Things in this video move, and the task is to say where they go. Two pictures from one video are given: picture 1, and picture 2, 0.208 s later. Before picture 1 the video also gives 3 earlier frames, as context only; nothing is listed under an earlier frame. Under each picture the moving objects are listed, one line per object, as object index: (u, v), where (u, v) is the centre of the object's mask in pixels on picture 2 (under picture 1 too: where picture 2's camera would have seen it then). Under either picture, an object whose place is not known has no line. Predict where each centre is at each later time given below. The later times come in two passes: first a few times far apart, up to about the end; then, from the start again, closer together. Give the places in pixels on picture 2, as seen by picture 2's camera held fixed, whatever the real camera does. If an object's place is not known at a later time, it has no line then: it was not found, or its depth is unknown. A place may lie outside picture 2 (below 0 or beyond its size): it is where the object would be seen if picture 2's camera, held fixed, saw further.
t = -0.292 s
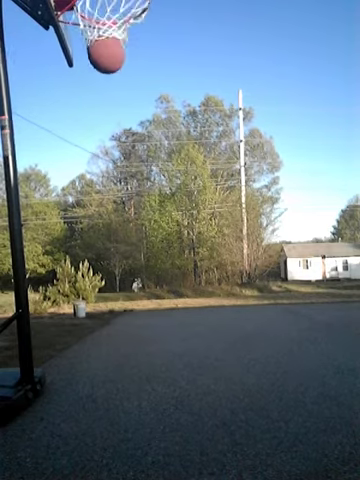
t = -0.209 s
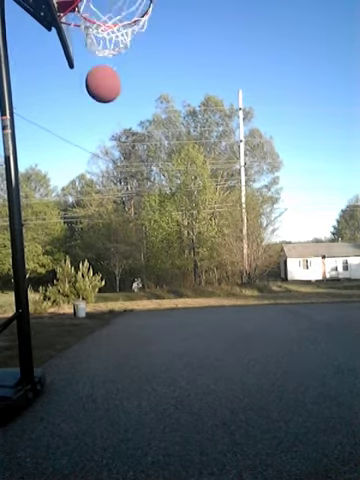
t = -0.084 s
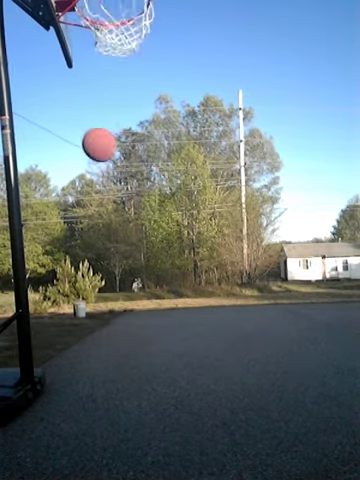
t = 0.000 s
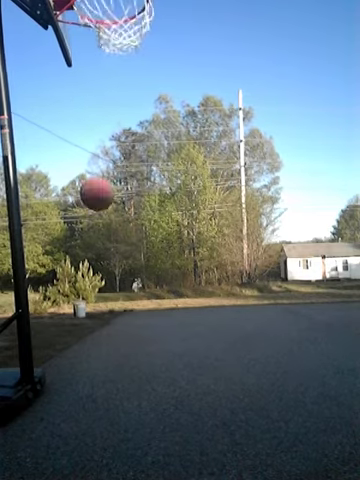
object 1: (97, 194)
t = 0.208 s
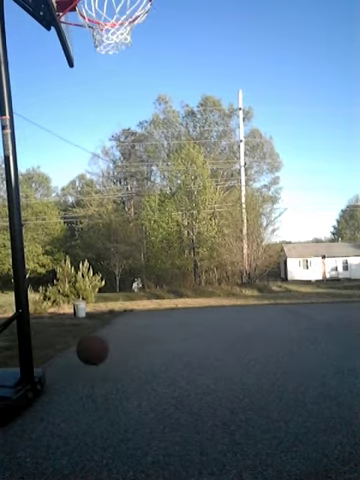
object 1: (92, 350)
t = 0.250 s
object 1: (92, 353)
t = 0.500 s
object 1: (92, 226)
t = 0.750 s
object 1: (92, 189)
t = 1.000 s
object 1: (94, 221)
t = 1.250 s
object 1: (96, 312)
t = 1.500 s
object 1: (96, 274)
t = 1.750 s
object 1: (100, 246)
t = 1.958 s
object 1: (102, 258)
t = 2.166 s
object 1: (104, 318)
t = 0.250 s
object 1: (92, 353)
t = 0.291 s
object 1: (92, 325)
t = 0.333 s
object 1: (92, 299)
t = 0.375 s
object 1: (95, 278)
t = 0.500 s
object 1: (92, 226)
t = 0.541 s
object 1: (92, 214)
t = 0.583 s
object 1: (92, 205)
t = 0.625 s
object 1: (93, 198)
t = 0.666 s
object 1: (93, 193)
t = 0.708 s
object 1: (92, 190)
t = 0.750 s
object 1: (92, 189)
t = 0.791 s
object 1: (92, 190)
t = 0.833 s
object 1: (93, 193)
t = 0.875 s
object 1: (93, 197)
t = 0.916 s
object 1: (93, 204)
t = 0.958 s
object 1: (93, 212)
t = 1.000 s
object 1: (94, 221)
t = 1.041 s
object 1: (95, 232)
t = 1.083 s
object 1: (97, 240)
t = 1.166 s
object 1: (97, 276)
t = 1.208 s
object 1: (96, 294)
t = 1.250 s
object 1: (96, 312)
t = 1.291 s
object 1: (97, 335)
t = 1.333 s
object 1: (97, 333)
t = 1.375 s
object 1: (97, 312)
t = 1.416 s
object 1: (97, 298)
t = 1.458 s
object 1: (98, 285)
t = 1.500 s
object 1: (96, 274)
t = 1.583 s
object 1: (99, 254)
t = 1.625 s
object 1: (99, 249)
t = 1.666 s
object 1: (99, 248)
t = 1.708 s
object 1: (99, 247)
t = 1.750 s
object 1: (100, 246)
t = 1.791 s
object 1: (100, 247)
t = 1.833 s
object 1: (100, 248)
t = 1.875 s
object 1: (101, 250)
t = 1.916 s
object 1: (101, 255)
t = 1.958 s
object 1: (102, 258)
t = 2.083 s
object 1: (103, 293)
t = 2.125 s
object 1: (103, 305)
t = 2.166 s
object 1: (104, 318)
